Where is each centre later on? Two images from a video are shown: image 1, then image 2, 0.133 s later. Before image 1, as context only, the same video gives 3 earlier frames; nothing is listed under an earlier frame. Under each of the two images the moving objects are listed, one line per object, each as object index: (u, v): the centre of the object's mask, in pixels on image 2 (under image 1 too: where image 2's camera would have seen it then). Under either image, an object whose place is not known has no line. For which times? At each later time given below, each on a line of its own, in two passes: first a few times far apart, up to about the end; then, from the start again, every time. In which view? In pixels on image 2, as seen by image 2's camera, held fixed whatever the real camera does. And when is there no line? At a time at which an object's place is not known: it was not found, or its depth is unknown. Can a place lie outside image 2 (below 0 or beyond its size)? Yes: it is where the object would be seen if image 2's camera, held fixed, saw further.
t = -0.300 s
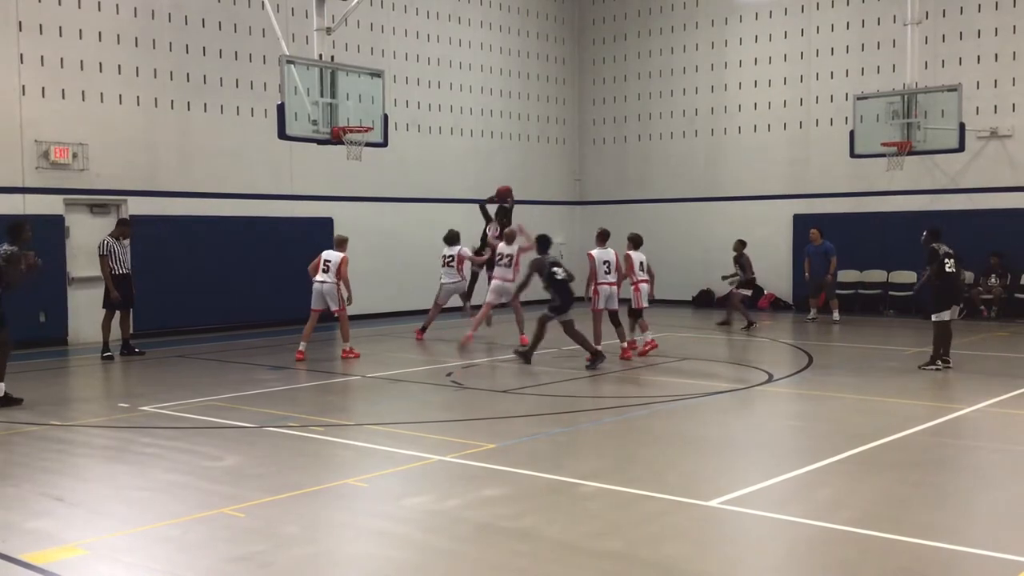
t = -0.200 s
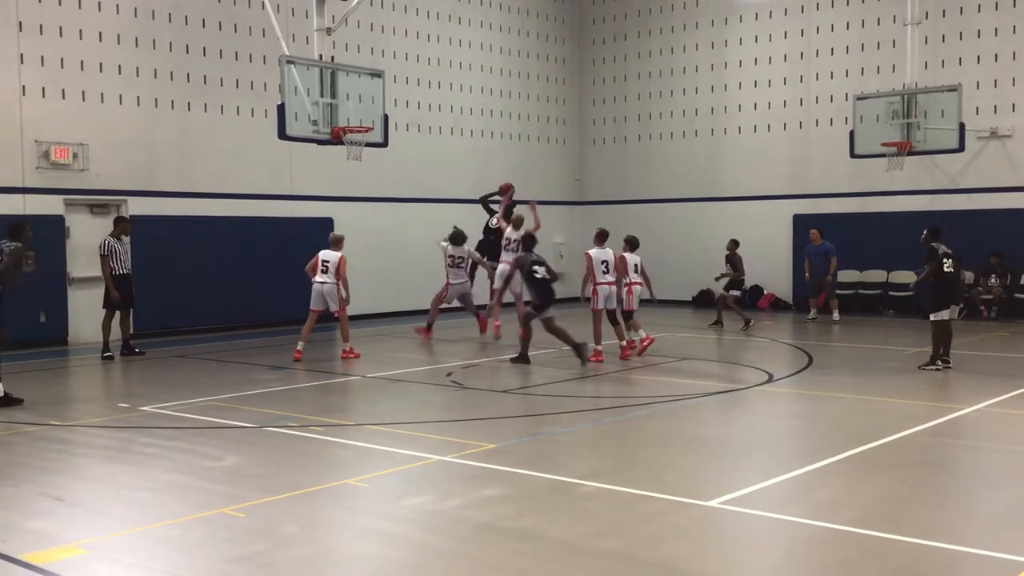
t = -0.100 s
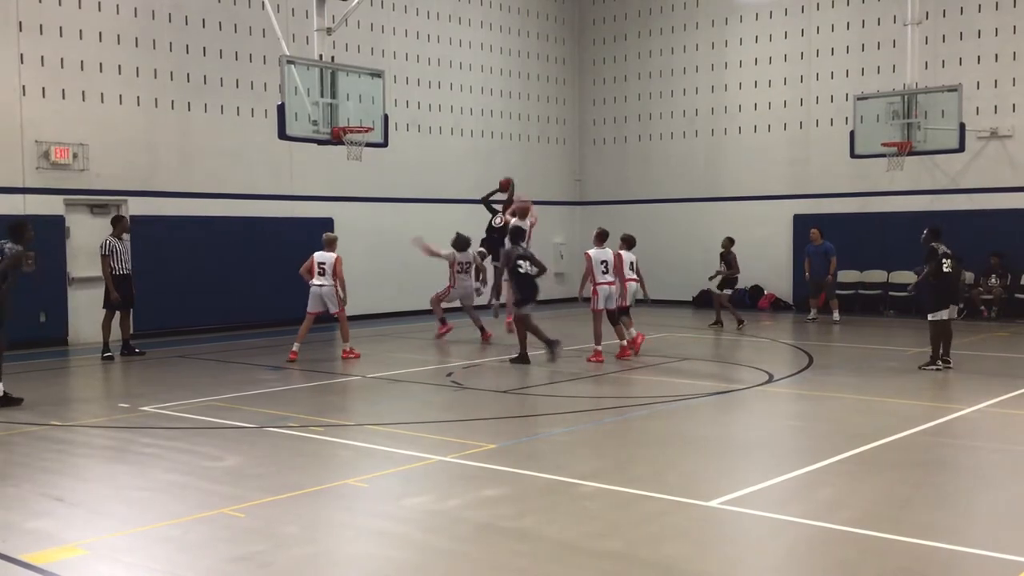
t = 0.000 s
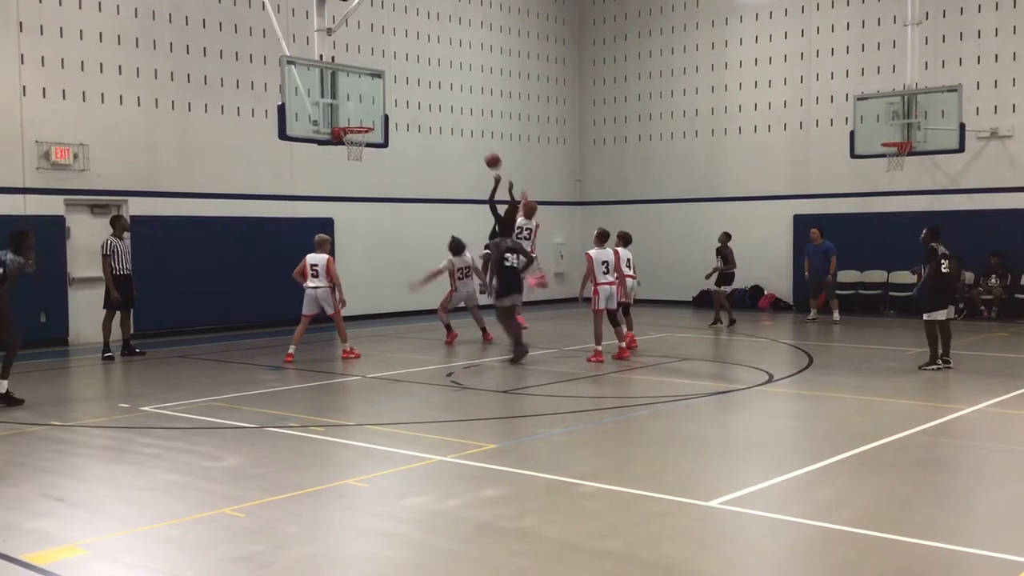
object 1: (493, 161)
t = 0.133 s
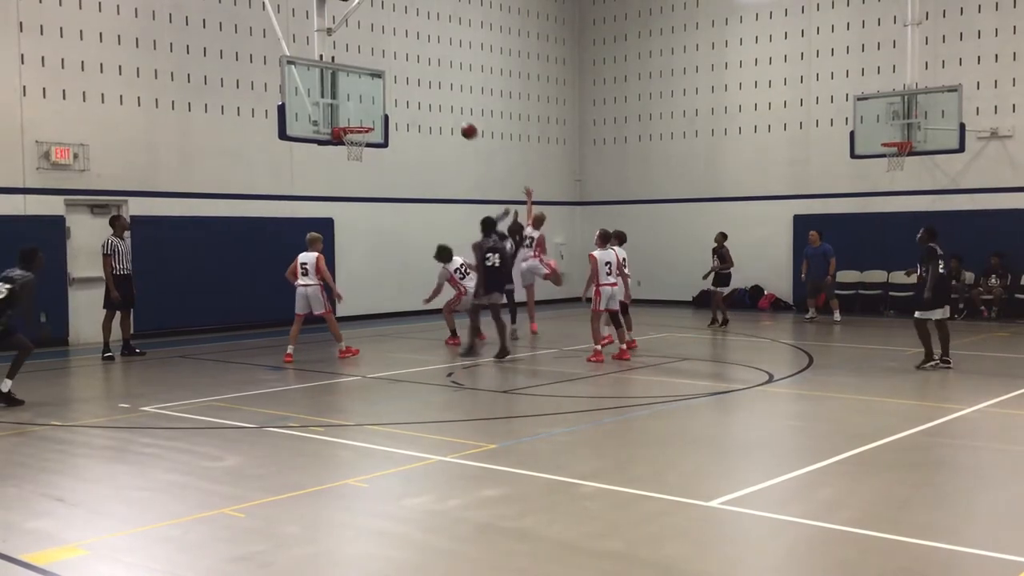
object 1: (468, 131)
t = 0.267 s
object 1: (444, 111)
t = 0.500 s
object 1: (400, 105)
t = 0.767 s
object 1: (361, 104)
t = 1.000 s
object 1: (357, 85)
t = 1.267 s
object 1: (369, 111)
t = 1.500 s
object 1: (385, 109)
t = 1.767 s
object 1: (405, 128)
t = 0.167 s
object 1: (462, 125)
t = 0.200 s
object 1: (456, 120)
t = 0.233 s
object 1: (450, 115)
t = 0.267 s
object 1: (444, 111)
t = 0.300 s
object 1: (437, 108)
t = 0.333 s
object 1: (431, 106)
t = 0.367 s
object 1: (425, 104)
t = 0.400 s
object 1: (418, 103)
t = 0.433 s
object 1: (412, 103)
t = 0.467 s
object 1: (406, 104)
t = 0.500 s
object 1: (400, 105)
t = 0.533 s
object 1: (393, 107)
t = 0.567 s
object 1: (387, 110)
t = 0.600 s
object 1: (379, 113)
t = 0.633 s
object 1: (373, 118)
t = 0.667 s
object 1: (367, 121)
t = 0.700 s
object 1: (365, 116)
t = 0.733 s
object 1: (363, 110)
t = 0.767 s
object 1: (361, 104)
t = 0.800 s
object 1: (359, 98)
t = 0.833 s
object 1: (357, 94)
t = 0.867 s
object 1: (356, 90)
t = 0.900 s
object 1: (354, 88)
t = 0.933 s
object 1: (354, 86)
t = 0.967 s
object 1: (356, 85)
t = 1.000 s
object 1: (357, 85)
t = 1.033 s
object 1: (359, 85)
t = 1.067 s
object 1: (360, 86)
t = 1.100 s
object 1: (362, 88)
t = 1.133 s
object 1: (363, 91)
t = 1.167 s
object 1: (365, 95)
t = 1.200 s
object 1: (366, 100)
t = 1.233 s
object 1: (368, 104)
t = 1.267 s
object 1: (369, 111)
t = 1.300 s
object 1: (371, 117)
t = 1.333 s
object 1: (372, 121)
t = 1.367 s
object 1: (375, 118)
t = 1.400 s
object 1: (377, 115)
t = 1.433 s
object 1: (379, 112)
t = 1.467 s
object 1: (382, 110)
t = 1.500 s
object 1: (385, 109)
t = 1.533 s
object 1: (388, 109)
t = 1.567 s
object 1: (390, 109)
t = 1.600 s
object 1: (393, 111)
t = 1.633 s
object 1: (395, 113)
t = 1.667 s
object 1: (398, 116)
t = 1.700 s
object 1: (400, 119)
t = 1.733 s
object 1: (403, 124)
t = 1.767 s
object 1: (405, 128)
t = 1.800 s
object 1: (408, 133)
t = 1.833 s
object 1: (411, 141)
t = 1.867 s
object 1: (413, 148)
